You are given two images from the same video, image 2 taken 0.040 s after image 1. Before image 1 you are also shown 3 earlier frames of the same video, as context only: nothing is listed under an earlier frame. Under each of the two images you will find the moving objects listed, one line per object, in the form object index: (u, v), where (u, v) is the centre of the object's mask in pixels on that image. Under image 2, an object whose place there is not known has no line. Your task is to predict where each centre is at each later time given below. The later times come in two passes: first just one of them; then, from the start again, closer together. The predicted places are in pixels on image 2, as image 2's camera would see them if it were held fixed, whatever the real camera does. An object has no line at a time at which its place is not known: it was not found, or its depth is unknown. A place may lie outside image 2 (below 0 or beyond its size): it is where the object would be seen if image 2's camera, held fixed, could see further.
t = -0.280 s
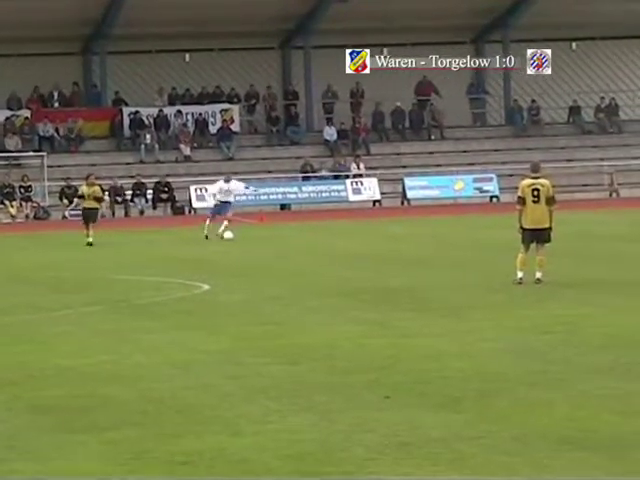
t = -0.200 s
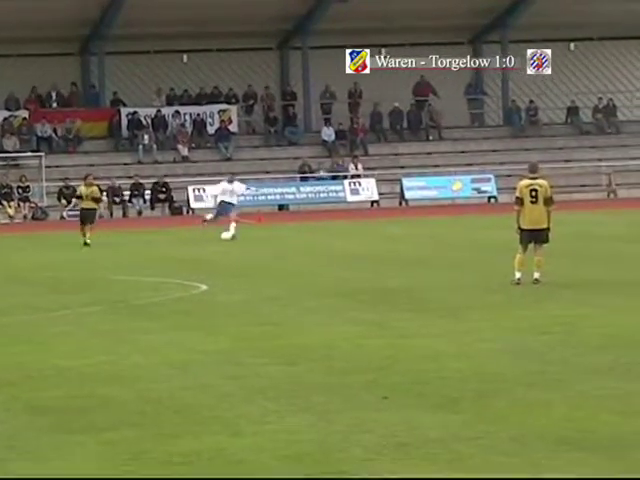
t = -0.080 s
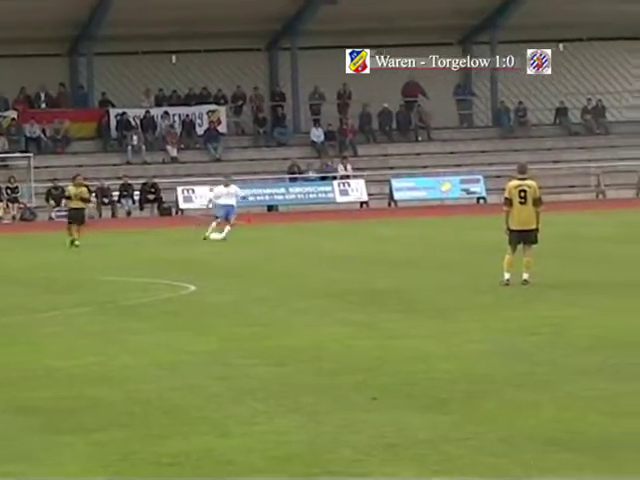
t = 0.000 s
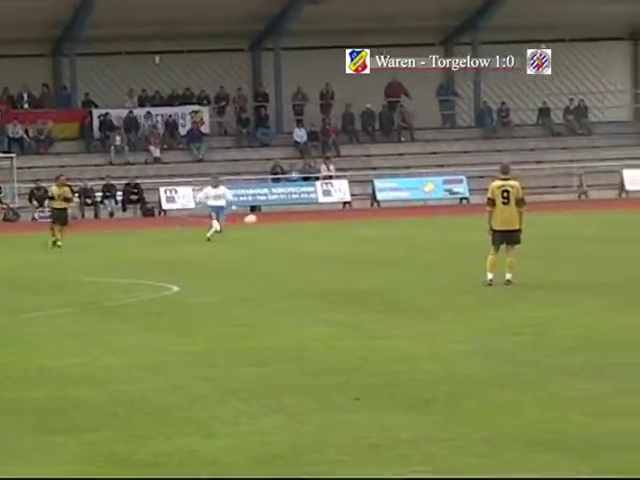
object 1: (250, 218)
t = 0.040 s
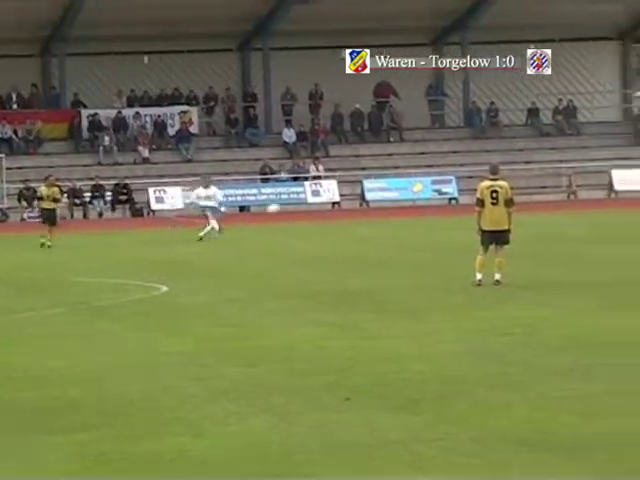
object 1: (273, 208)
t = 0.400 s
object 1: (599, 131)
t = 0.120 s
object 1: (342, 188)
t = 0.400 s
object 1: (599, 131)
